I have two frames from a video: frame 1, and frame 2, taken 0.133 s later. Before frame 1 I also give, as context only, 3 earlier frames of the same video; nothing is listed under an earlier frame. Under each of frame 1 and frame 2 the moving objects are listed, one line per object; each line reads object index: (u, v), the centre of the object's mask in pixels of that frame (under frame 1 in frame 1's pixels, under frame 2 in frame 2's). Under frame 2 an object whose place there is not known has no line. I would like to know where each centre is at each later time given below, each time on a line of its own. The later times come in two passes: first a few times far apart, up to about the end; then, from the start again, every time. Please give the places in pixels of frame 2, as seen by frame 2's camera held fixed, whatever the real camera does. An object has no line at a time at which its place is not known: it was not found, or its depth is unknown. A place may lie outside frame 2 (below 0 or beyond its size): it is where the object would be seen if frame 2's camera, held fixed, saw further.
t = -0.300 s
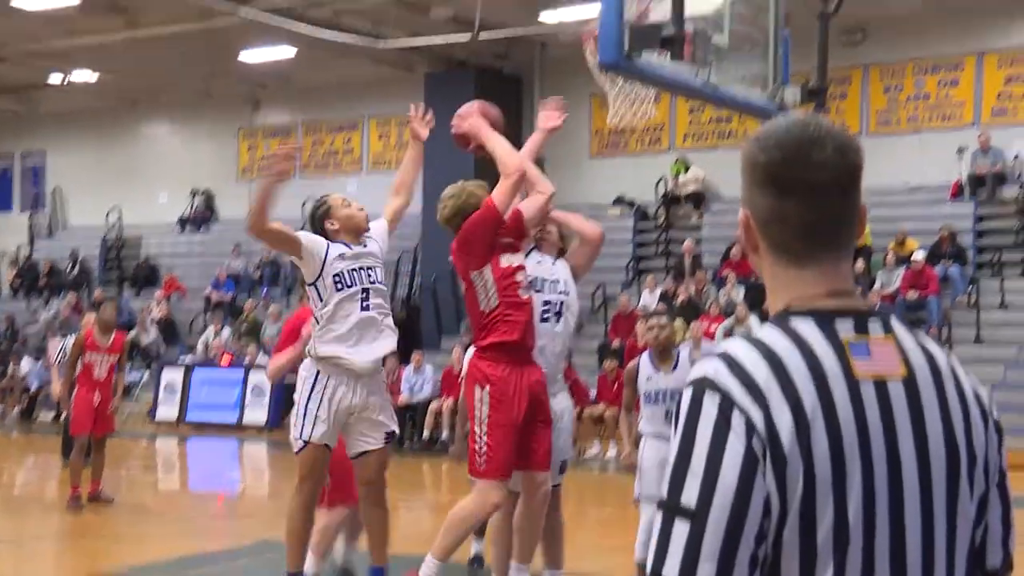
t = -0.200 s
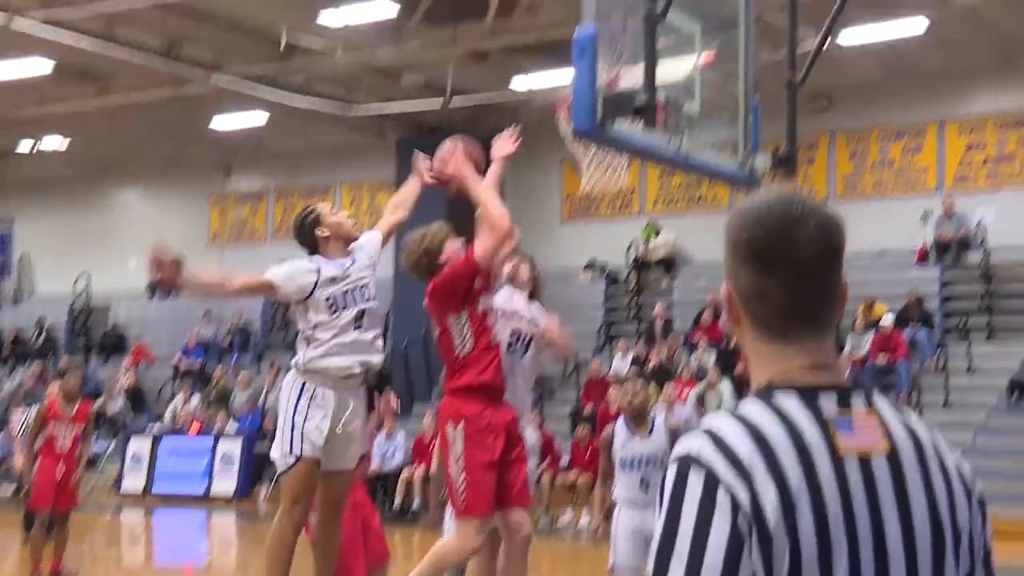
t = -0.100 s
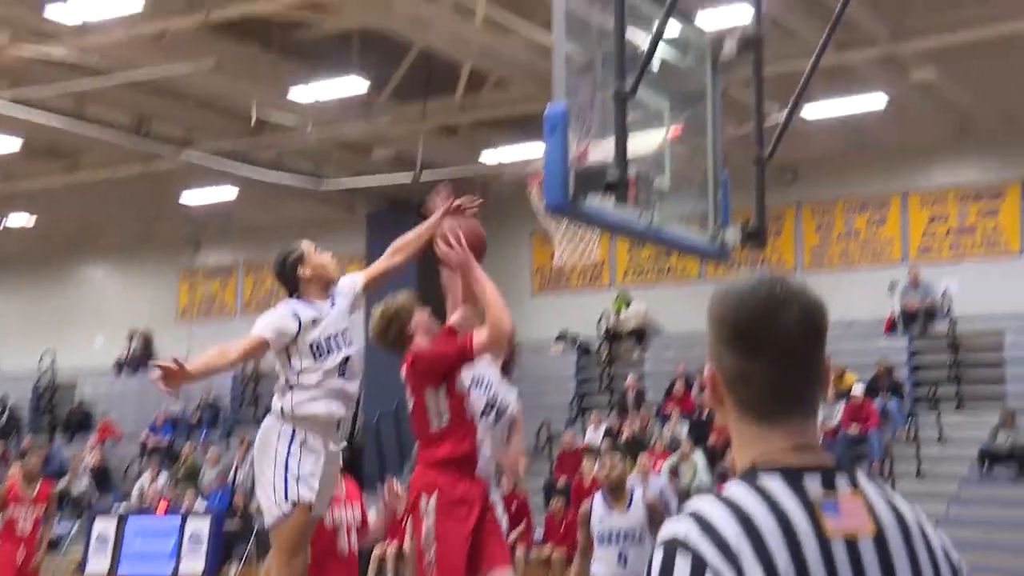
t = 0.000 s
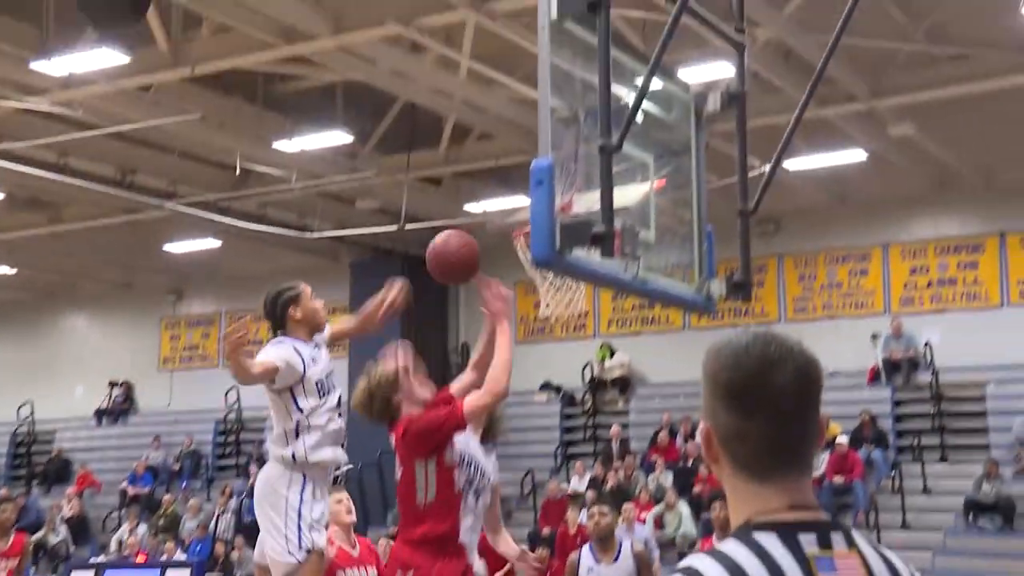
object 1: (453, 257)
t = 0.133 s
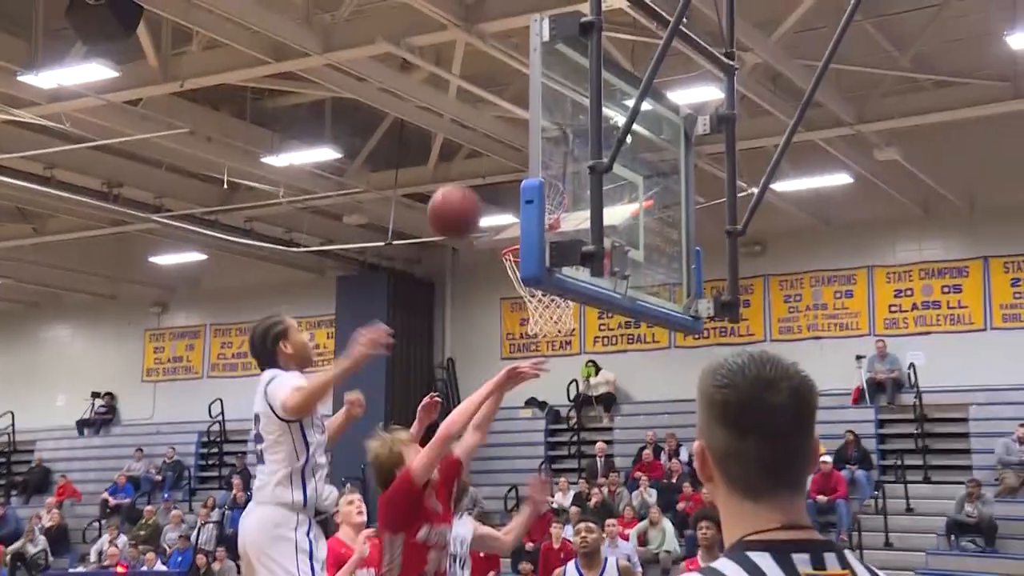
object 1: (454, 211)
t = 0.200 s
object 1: (460, 194)
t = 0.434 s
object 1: (482, 212)
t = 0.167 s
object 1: (457, 203)
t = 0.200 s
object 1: (460, 194)
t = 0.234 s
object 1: (463, 188)
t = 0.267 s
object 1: (466, 188)
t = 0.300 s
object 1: (470, 186)
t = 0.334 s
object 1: (472, 189)
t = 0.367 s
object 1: (475, 193)
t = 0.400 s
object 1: (479, 202)
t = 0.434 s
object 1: (482, 212)
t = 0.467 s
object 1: (485, 225)
